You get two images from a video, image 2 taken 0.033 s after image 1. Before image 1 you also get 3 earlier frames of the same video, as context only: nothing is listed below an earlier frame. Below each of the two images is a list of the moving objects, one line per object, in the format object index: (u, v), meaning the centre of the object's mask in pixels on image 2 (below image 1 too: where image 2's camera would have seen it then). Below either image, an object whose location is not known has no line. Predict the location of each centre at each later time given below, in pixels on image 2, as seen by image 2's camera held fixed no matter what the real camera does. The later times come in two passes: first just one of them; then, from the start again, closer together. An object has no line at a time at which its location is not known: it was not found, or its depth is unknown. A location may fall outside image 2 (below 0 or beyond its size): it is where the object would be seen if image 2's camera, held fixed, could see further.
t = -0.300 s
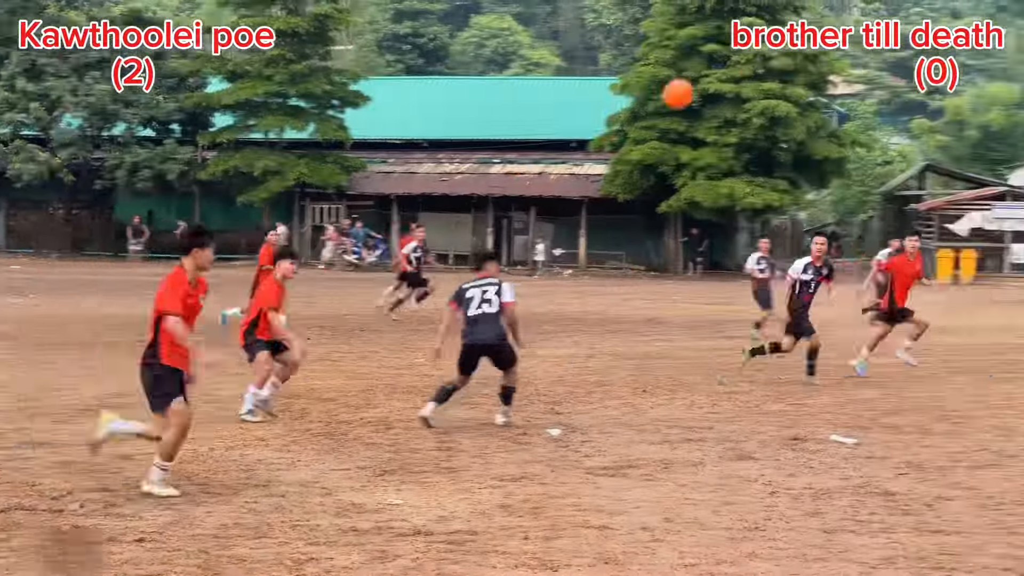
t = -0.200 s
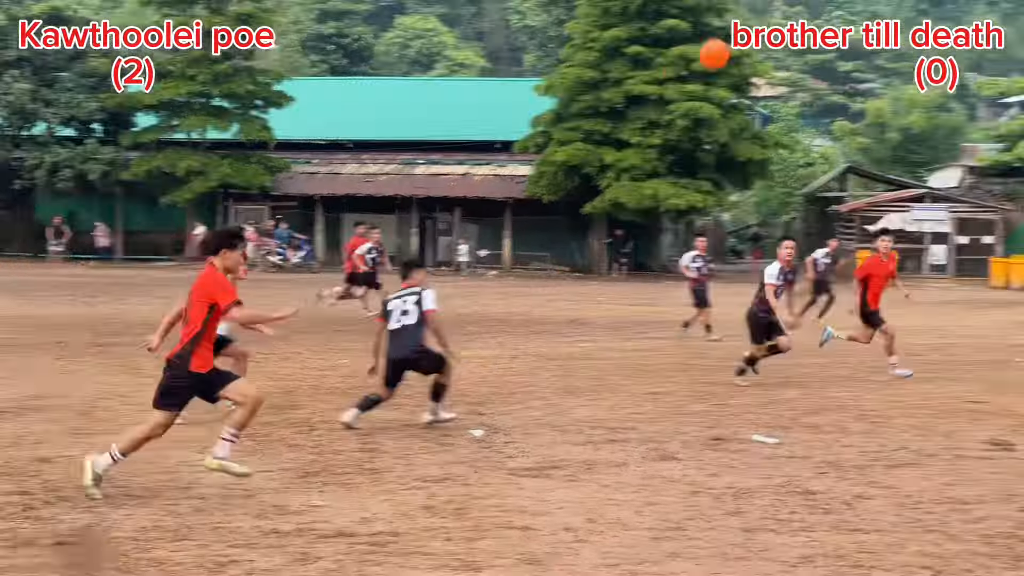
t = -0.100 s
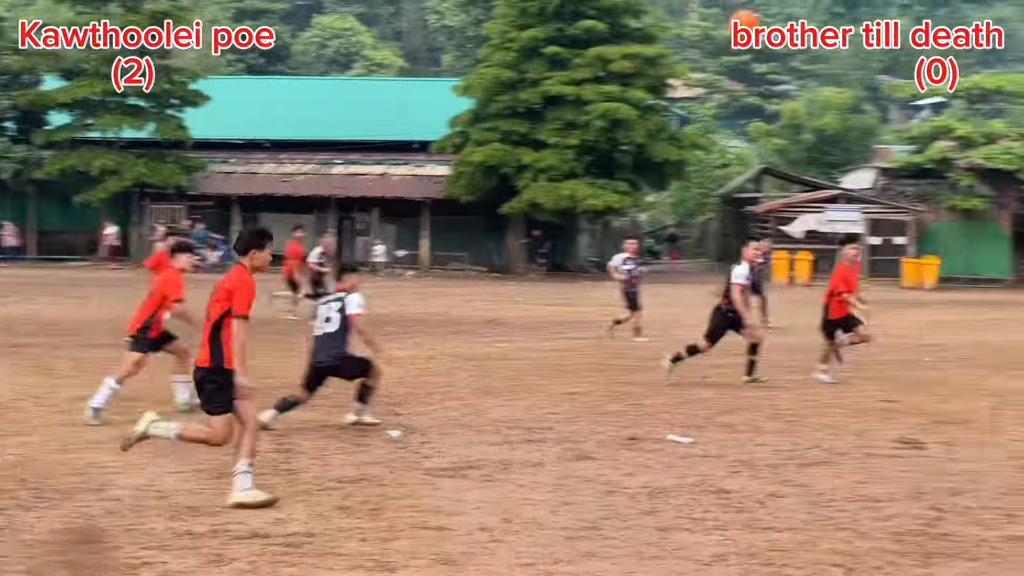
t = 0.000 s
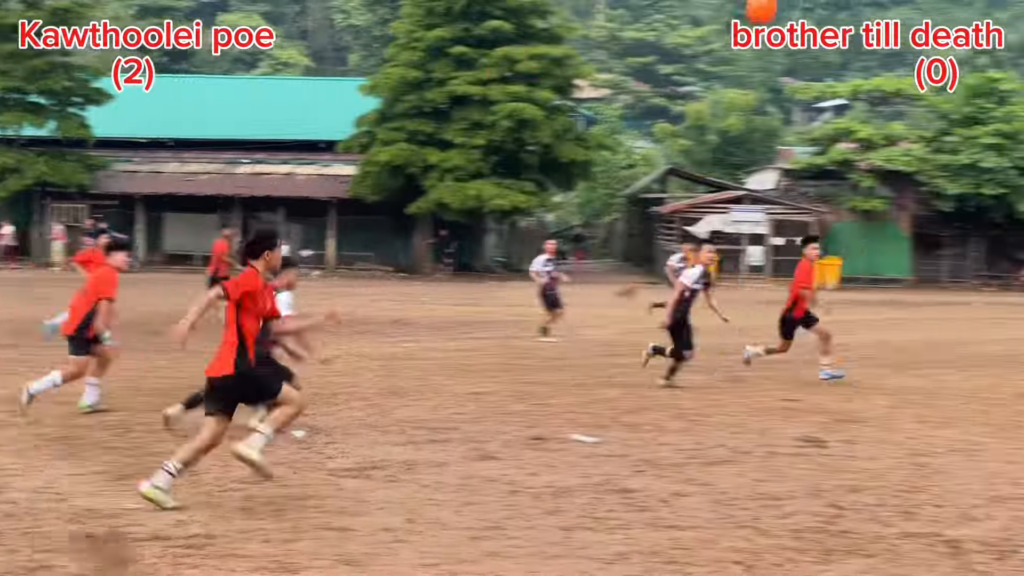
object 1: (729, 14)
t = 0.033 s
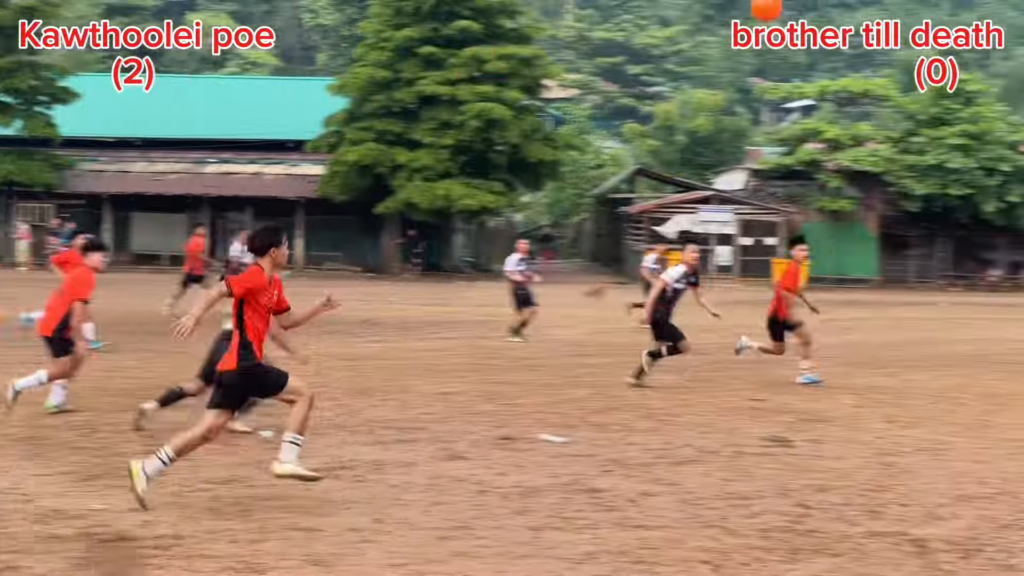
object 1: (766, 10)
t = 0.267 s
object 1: (1041, -7)
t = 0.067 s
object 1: (804, 8)
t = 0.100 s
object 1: (843, 5)
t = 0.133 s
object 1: (881, 3)
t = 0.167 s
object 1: (921, 1)
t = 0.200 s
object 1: (961, -3)
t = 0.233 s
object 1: (1000, -5)
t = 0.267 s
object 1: (1041, -7)
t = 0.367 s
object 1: (1170, 26)
